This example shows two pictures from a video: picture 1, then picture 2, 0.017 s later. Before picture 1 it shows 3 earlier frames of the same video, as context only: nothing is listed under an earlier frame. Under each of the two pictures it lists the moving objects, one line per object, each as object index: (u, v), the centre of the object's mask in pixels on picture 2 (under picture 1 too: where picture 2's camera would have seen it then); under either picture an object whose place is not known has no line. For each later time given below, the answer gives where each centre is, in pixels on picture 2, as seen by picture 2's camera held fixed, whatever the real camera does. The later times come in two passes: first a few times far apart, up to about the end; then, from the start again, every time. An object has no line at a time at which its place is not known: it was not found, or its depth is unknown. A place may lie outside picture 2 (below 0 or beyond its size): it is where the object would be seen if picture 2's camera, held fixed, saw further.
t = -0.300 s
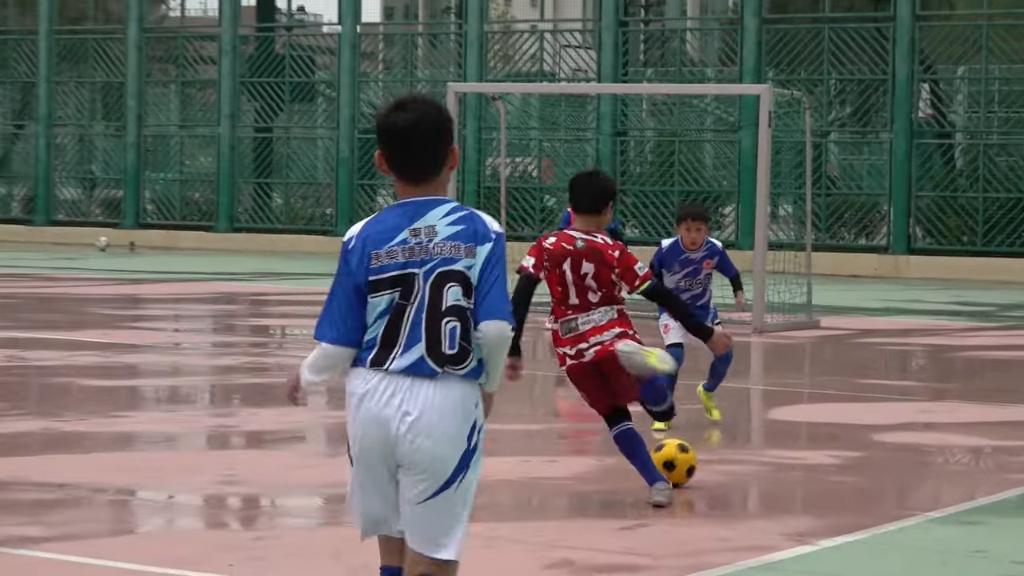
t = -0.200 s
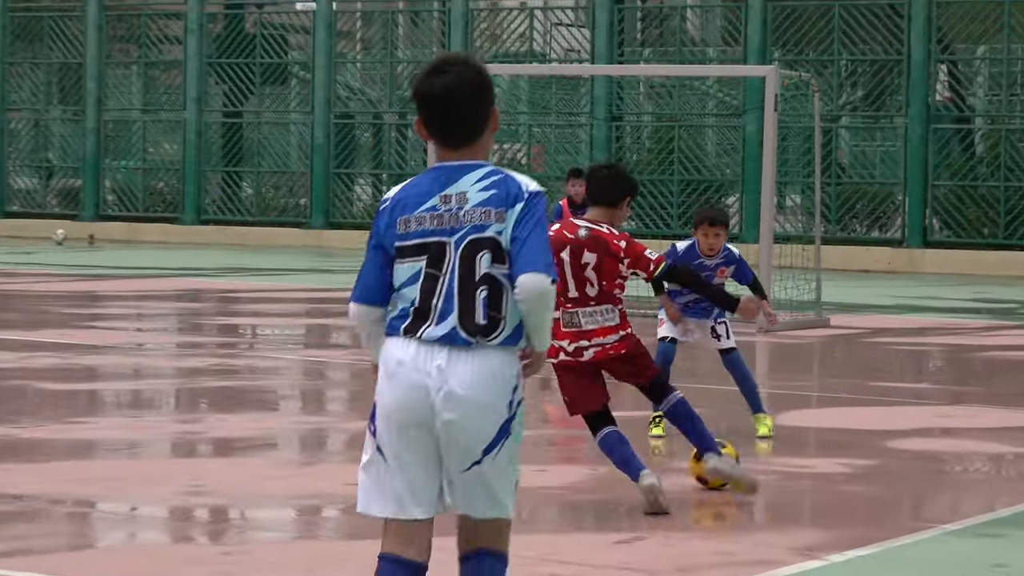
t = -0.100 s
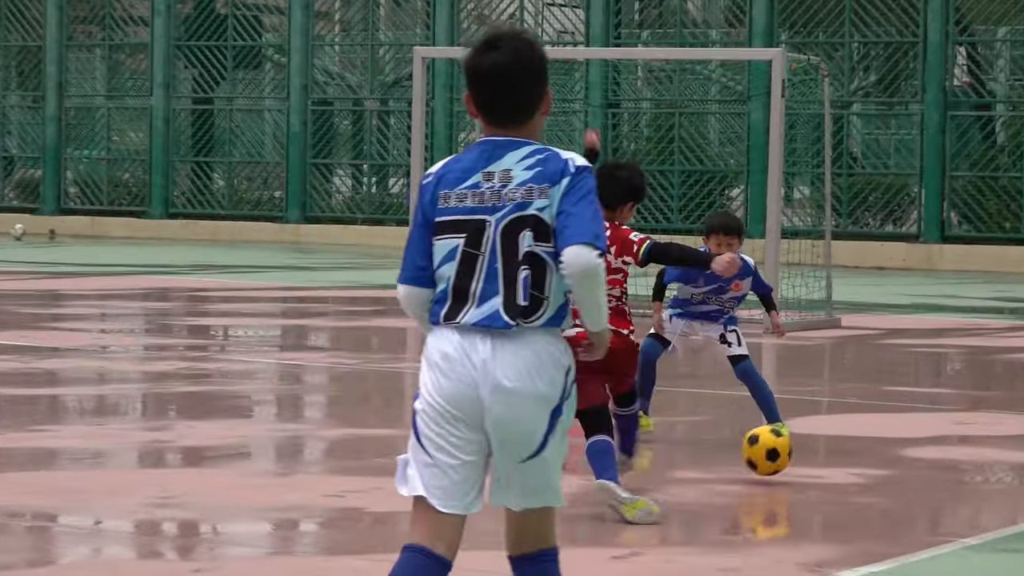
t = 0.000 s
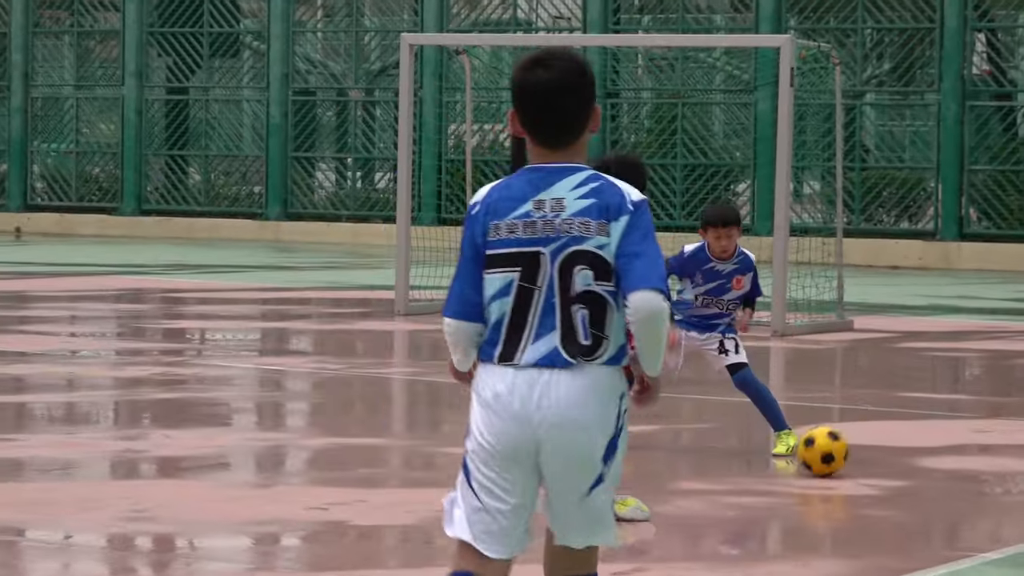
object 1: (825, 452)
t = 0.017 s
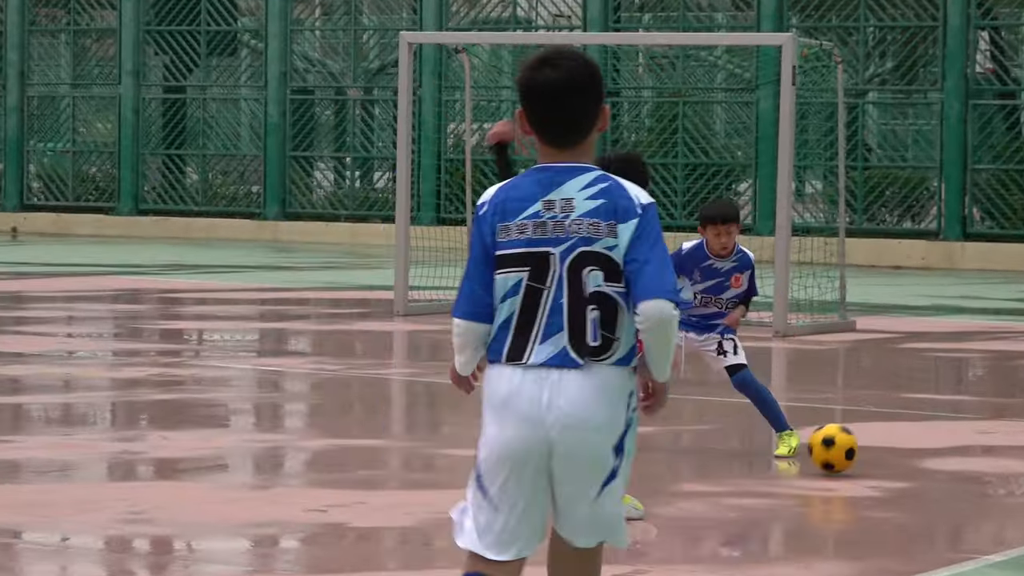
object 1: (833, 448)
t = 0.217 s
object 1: (915, 426)
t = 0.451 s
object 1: (999, 406)
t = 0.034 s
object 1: (841, 444)
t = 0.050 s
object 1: (848, 441)
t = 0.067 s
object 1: (856, 440)
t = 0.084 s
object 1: (863, 439)
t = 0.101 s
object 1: (869, 438)
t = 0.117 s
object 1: (876, 436)
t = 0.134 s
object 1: (882, 433)
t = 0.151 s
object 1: (889, 430)
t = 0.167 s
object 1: (895, 428)
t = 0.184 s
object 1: (902, 426)
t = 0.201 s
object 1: (909, 426)
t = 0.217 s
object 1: (915, 426)
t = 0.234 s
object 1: (922, 423)
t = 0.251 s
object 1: (928, 421)
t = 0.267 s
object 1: (935, 420)
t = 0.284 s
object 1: (942, 419)
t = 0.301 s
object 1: (948, 418)
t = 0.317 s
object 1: (954, 415)
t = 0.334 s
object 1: (960, 412)
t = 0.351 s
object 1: (965, 411)
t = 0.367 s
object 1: (970, 410)
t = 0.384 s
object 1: (975, 409)
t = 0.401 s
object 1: (981, 410)
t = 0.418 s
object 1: (987, 410)
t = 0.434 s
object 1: (993, 408)
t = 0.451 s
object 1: (999, 406)
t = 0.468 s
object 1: (1004, 405)
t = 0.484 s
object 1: (1010, 404)
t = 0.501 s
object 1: (1015, 404)
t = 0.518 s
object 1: (1021, 404)
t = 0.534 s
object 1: (1026, 402)
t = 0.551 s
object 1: (1032, 400)
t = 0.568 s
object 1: (1036, 399)
